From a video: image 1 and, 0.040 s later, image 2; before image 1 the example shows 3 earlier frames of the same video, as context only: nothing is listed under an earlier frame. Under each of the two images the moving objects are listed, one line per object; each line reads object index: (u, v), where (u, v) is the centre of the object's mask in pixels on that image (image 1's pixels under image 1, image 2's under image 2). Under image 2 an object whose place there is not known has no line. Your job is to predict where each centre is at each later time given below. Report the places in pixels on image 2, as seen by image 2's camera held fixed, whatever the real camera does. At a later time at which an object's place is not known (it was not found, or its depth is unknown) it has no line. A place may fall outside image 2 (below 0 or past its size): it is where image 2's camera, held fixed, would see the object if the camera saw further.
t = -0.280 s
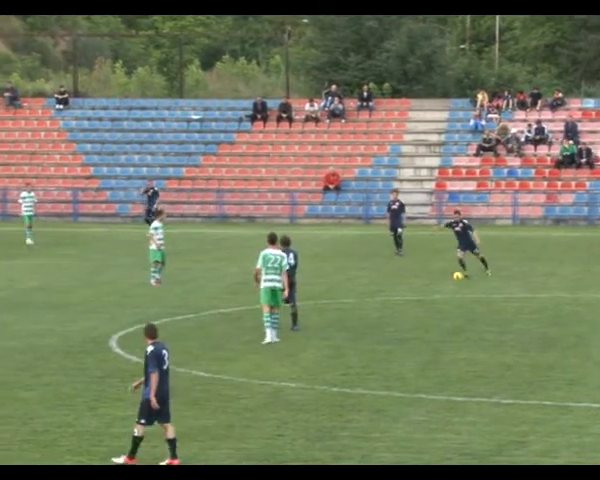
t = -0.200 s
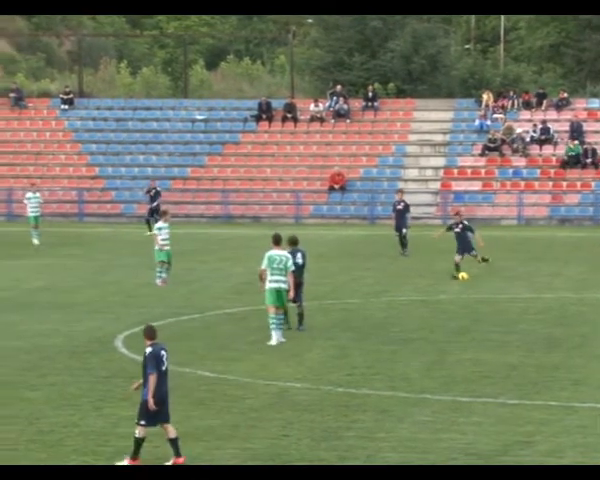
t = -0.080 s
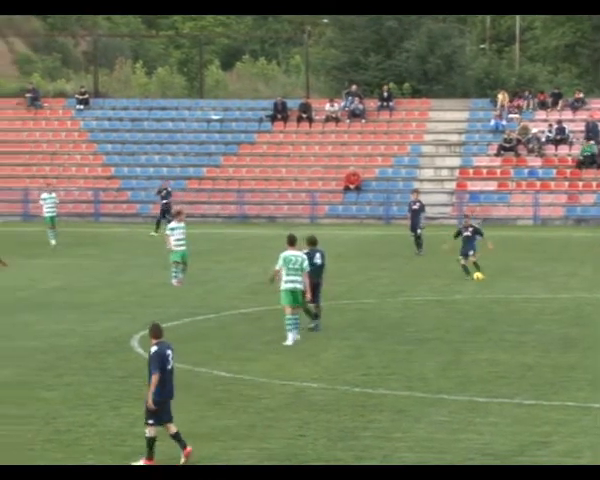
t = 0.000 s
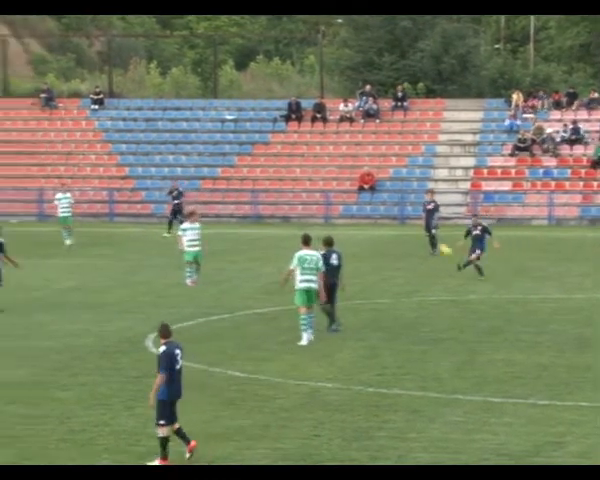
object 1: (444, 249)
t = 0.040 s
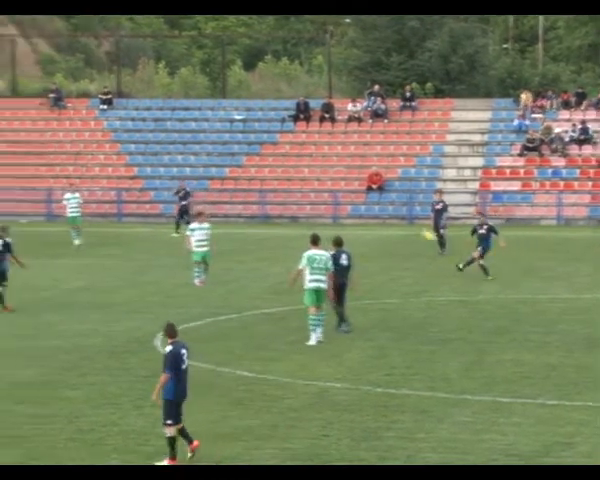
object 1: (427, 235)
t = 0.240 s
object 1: (303, 170)
